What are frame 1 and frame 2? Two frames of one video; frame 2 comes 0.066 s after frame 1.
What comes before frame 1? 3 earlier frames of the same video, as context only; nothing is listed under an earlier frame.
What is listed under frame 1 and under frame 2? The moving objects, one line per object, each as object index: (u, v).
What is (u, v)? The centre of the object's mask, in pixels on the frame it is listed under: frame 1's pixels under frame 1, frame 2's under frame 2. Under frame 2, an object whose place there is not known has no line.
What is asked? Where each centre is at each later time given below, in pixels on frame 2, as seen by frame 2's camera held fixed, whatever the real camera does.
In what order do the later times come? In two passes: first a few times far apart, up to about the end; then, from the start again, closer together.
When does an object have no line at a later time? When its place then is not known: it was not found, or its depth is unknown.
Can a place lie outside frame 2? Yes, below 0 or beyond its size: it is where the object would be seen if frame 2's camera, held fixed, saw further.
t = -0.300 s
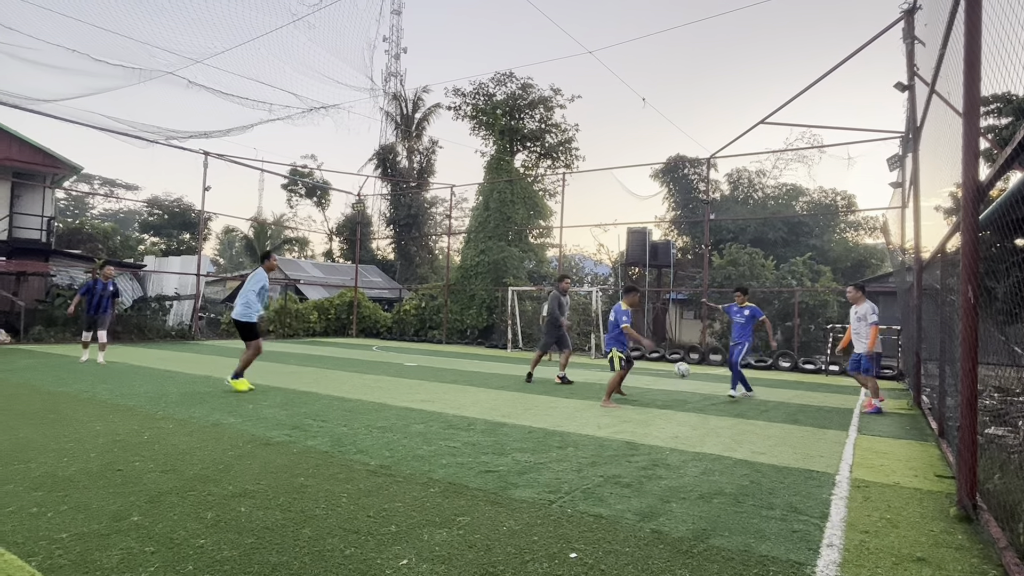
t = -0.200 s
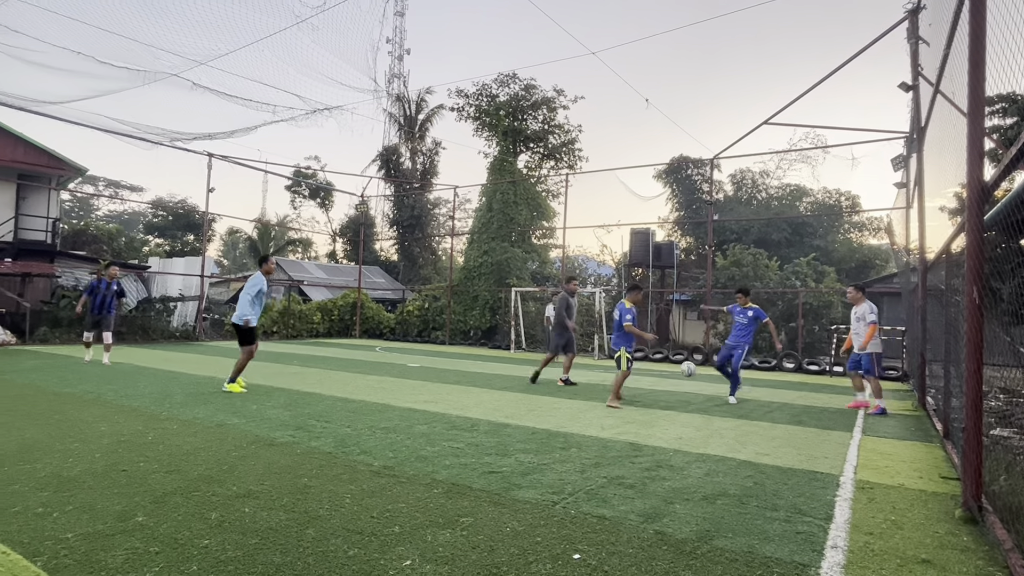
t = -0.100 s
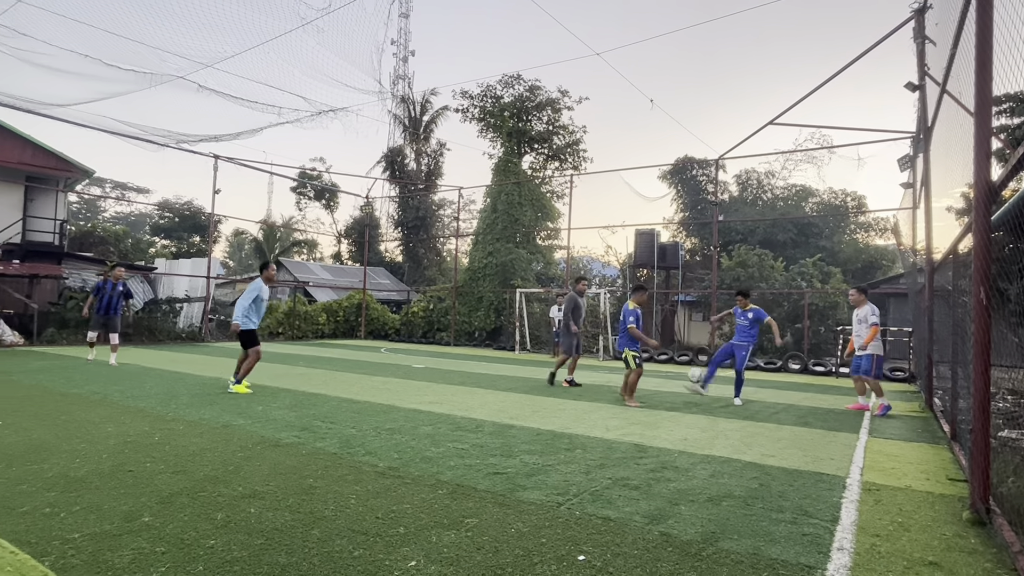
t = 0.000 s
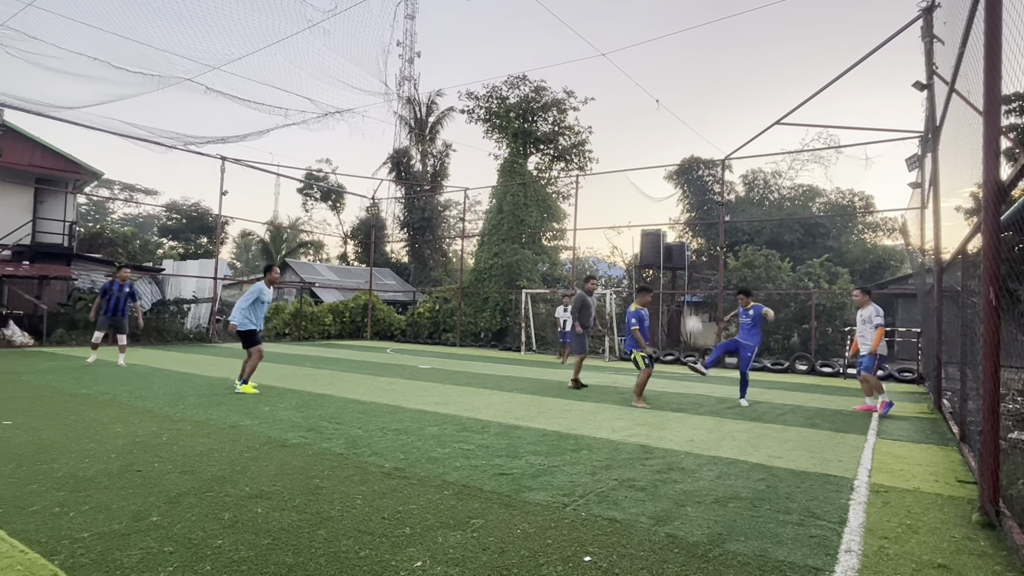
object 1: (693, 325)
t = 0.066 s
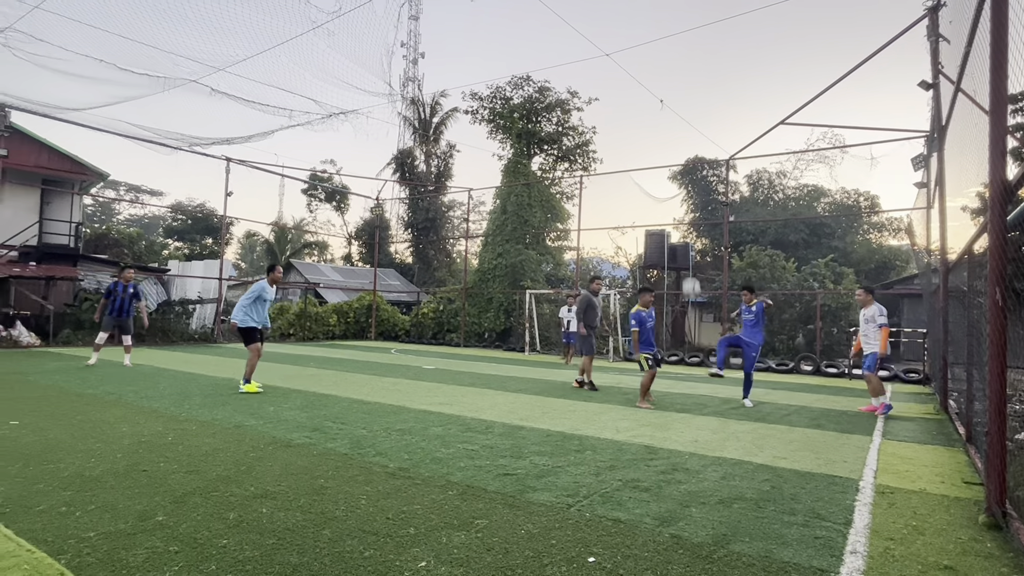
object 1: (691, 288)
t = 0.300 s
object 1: (666, 155)
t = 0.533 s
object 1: (627, 22)
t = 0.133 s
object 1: (685, 253)
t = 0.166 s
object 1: (682, 232)
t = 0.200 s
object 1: (677, 211)
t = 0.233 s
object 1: (673, 192)
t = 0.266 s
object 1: (670, 175)
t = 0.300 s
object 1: (666, 155)
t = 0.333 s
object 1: (661, 136)
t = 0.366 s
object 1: (656, 117)
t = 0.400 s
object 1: (651, 98)
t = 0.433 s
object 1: (646, 79)
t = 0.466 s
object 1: (641, 60)
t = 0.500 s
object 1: (634, 41)
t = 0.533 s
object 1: (627, 22)
